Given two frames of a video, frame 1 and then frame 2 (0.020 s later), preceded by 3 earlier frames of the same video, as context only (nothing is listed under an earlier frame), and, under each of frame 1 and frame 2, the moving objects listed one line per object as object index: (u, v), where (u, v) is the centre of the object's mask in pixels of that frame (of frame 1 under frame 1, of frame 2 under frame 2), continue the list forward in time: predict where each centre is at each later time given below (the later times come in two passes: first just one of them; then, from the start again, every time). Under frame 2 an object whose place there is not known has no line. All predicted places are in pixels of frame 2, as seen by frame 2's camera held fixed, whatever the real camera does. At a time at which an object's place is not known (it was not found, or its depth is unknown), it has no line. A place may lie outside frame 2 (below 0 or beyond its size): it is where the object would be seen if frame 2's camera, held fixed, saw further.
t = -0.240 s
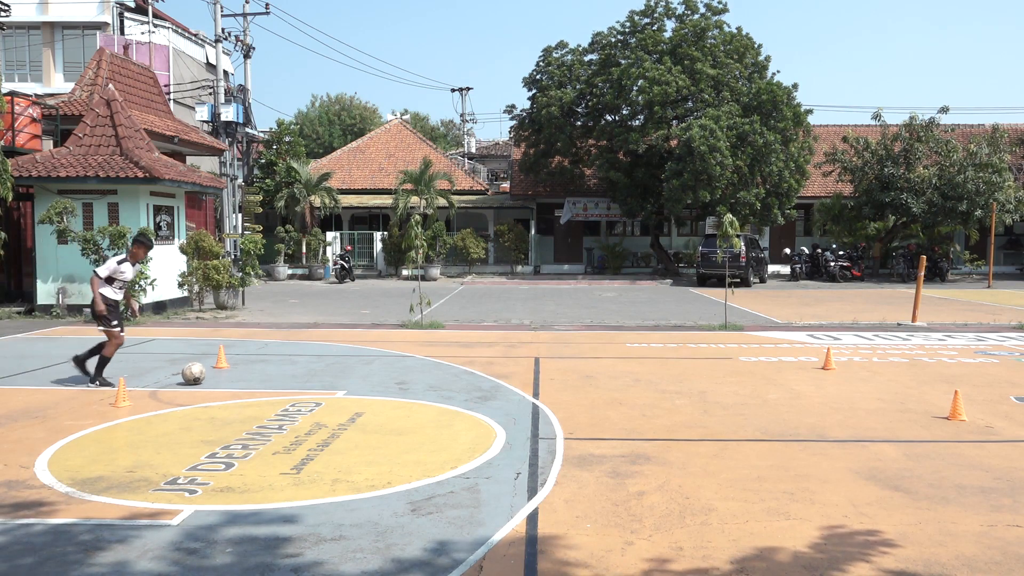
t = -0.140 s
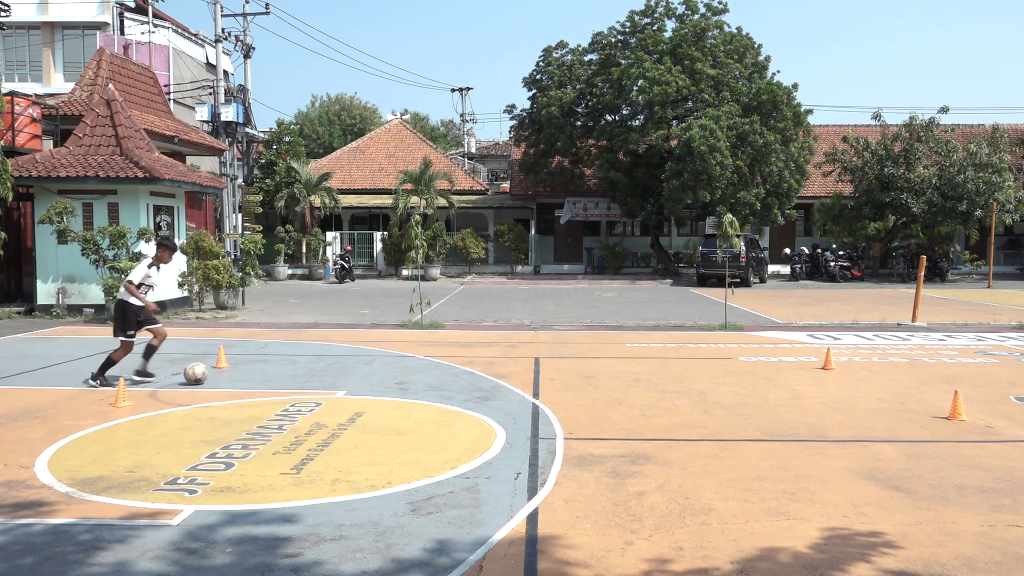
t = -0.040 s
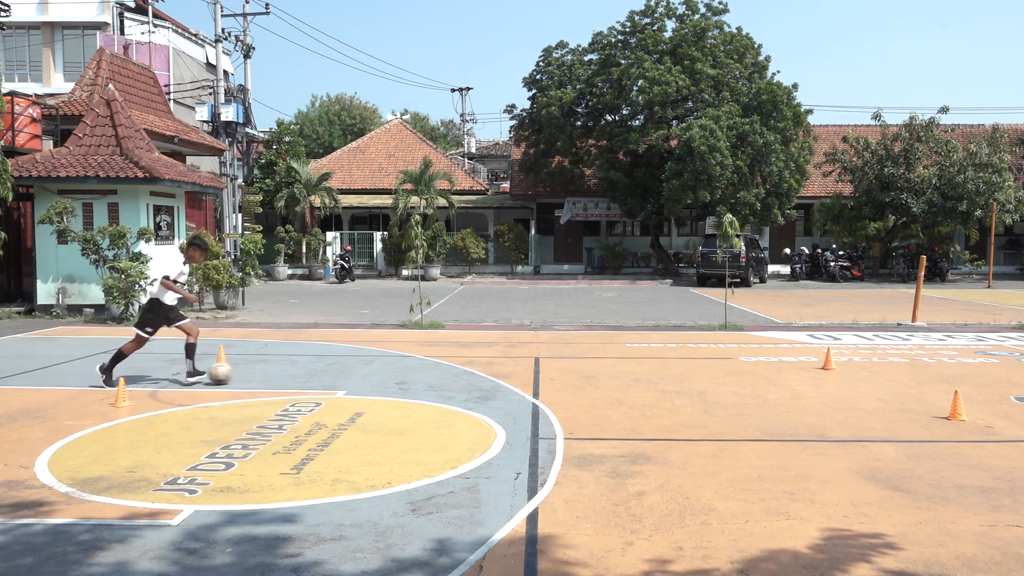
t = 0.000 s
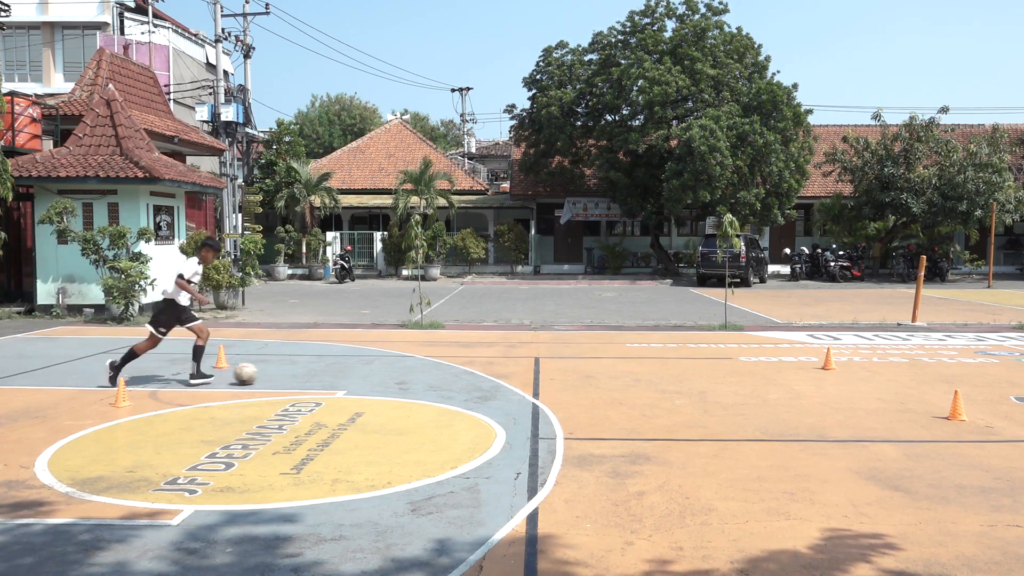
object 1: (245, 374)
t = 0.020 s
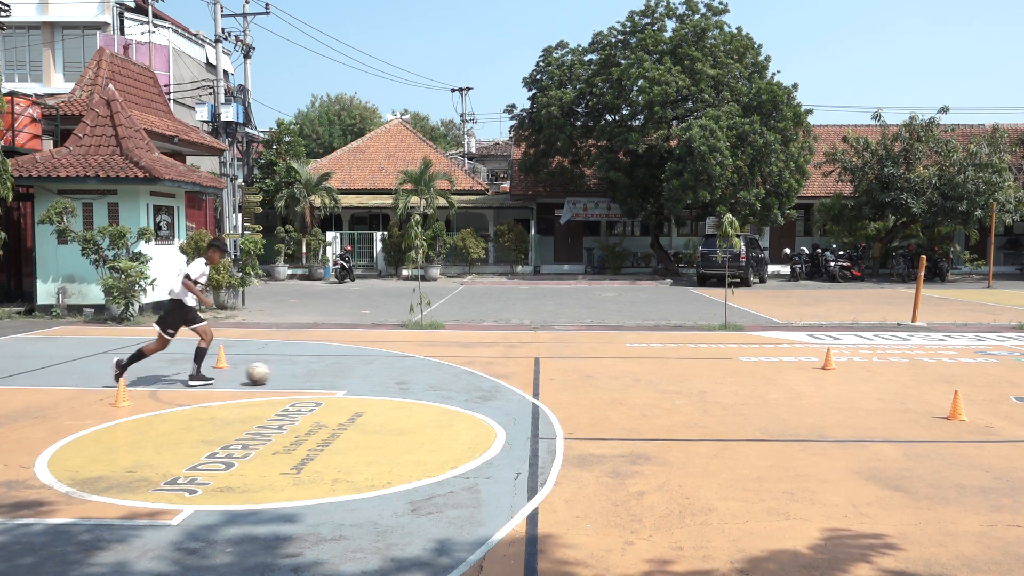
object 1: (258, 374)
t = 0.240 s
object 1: (376, 375)
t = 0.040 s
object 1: (270, 374)
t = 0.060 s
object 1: (282, 374)
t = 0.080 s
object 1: (293, 374)
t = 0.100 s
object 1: (305, 374)
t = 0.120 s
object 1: (315, 374)
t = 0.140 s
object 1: (326, 374)
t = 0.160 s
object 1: (336, 374)
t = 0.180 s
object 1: (347, 375)
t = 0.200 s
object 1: (357, 375)
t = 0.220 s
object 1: (366, 375)
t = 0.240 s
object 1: (376, 375)
